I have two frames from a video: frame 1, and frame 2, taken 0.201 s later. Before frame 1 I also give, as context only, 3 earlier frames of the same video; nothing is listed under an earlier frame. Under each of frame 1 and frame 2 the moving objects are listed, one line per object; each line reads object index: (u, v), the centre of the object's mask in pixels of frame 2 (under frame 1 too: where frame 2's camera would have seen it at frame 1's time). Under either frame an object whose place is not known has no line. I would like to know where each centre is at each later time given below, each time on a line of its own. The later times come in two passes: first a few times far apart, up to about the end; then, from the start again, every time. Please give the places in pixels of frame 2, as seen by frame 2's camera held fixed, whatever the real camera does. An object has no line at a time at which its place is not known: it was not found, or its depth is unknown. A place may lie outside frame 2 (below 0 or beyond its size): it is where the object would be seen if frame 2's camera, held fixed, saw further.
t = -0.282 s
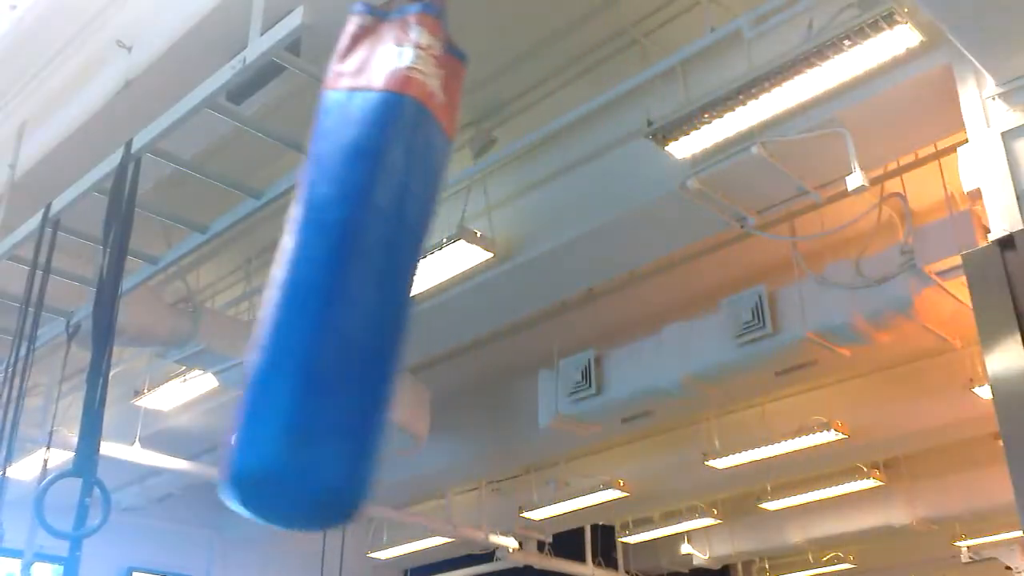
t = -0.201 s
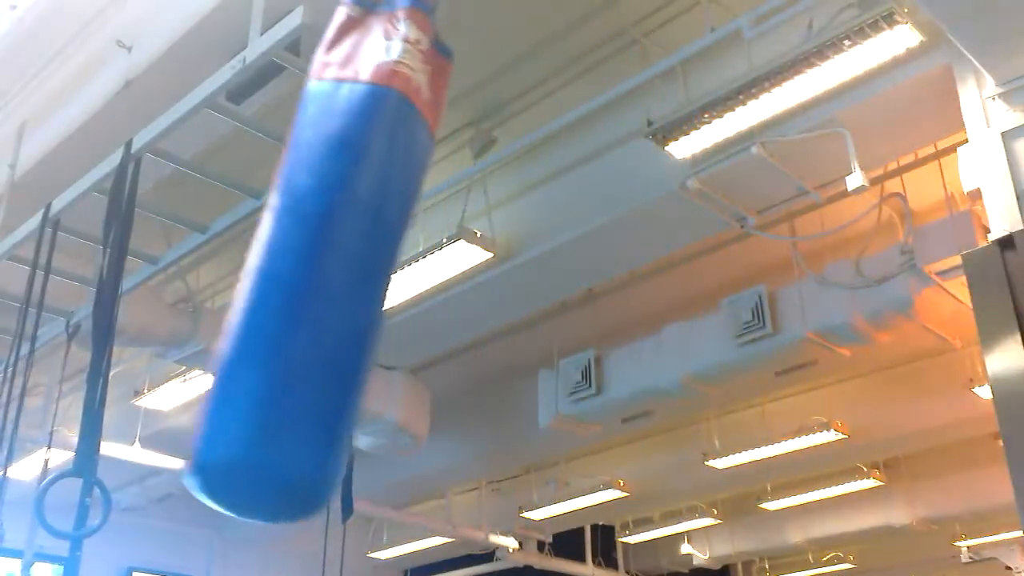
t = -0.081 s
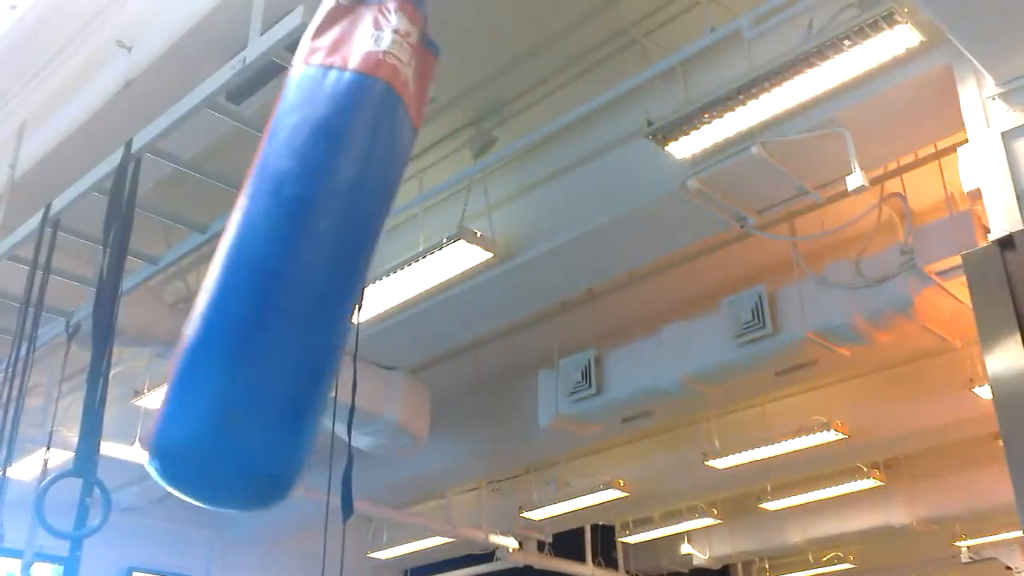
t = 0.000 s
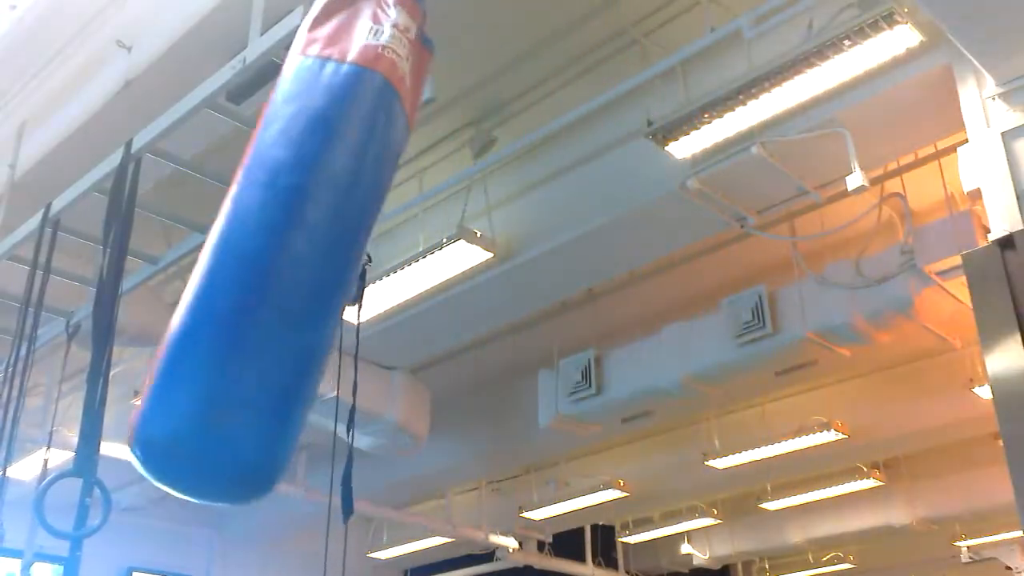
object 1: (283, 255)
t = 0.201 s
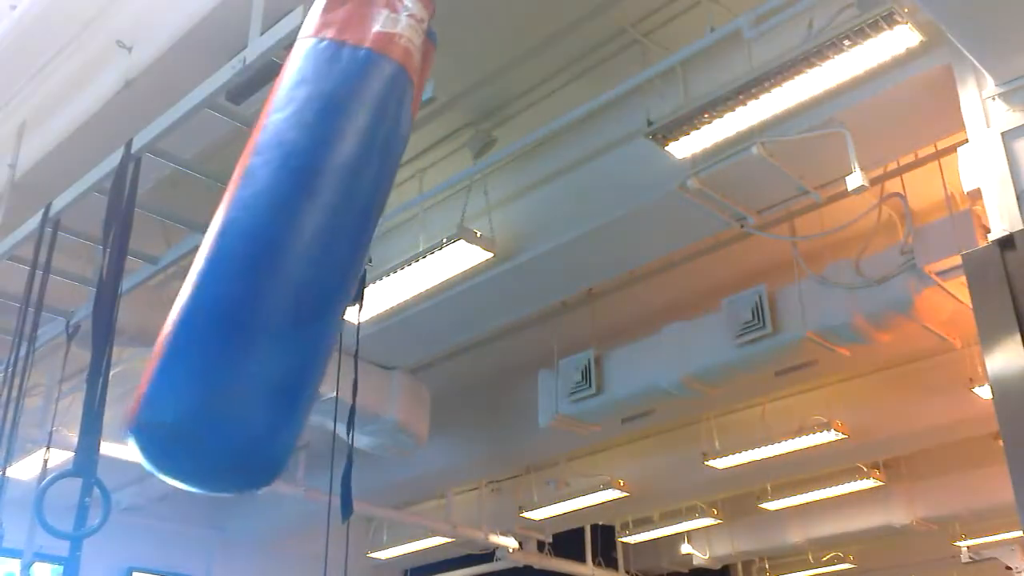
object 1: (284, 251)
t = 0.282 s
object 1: (297, 252)
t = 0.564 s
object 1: (399, 258)
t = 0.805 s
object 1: (520, 261)
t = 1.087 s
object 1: (627, 261)
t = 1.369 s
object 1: (660, 272)
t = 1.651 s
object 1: (624, 287)
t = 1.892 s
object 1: (557, 299)
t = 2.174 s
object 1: (456, 297)
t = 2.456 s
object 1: (352, 271)
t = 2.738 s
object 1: (296, 243)
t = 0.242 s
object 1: (288, 252)
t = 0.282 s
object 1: (297, 252)
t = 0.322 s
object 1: (305, 253)
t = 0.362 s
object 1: (317, 253)
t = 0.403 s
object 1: (328, 254)
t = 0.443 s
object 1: (345, 254)
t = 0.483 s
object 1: (360, 257)
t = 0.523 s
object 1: (379, 257)
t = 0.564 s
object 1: (399, 258)
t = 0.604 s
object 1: (418, 259)
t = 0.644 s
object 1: (437, 258)
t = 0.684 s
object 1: (459, 259)
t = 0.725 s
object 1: (480, 260)
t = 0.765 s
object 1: (502, 260)
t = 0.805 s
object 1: (520, 261)
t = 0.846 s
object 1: (540, 261)
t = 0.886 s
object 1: (559, 261)
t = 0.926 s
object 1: (575, 261)
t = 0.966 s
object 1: (588, 260)
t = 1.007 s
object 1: (601, 260)
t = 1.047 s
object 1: (614, 260)
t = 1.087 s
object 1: (627, 261)
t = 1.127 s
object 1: (635, 261)
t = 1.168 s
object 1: (644, 262)
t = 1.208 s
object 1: (650, 264)
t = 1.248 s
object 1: (655, 266)
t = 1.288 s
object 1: (658, 268)
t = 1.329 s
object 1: (660, 270)
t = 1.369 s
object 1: (660, 272)
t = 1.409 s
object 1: (659, 274)
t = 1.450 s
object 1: (656, 276)
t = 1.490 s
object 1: (652, 279)
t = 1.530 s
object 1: (648, 281)
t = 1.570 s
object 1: (640, 283)
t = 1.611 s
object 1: (632, 285)
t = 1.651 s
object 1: (624, 287)
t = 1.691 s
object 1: (617, 289)
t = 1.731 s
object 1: (607, 291)
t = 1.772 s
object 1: (596, 293)
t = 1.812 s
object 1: (583, 296)
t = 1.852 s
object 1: (570, 297)
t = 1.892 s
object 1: (557, 299)
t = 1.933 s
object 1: (545, 300)
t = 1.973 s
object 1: (532, 300)
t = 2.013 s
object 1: (516, 300)
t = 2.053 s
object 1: (499, 300)
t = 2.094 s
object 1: (485, 299)
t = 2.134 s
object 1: (472, 297)
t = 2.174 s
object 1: (456, 297)
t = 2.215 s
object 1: (441, 295)
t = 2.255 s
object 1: (423, 290)
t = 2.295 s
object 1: (408, 287)
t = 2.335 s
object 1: (395, 282)
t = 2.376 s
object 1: (381, 278)
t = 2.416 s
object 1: (365, 275)
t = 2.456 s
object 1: (352, 271)
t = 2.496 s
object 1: (340, 268)
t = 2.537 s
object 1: (329, 263)
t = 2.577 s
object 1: (323, 257)
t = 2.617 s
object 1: (315, 252)
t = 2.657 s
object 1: (307, 249)
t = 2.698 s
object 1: (299, 246)
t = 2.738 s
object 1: (296, 243)
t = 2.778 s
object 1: (293, 240)
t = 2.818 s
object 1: (292, 237)
